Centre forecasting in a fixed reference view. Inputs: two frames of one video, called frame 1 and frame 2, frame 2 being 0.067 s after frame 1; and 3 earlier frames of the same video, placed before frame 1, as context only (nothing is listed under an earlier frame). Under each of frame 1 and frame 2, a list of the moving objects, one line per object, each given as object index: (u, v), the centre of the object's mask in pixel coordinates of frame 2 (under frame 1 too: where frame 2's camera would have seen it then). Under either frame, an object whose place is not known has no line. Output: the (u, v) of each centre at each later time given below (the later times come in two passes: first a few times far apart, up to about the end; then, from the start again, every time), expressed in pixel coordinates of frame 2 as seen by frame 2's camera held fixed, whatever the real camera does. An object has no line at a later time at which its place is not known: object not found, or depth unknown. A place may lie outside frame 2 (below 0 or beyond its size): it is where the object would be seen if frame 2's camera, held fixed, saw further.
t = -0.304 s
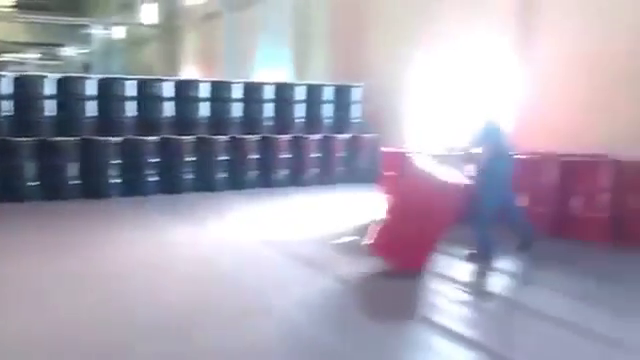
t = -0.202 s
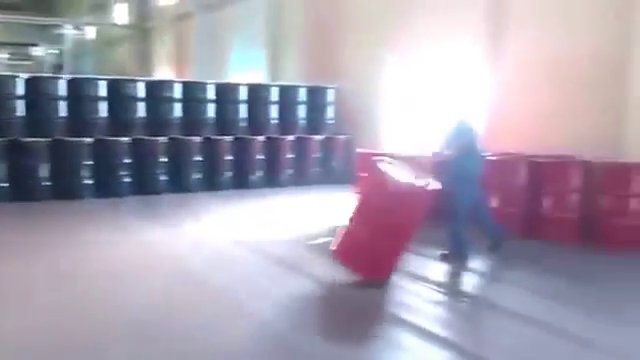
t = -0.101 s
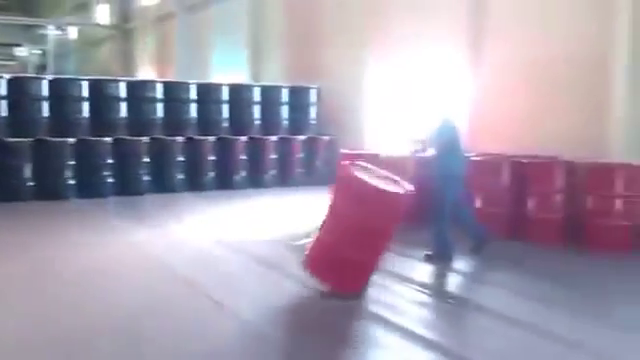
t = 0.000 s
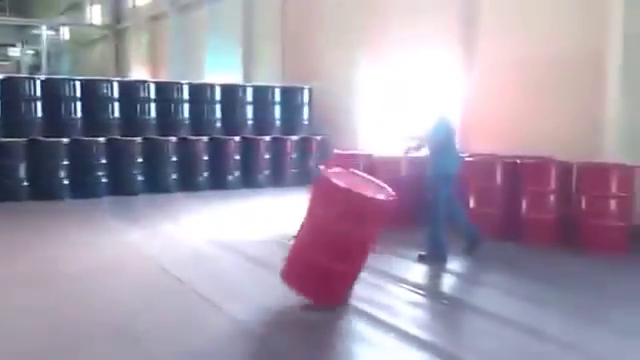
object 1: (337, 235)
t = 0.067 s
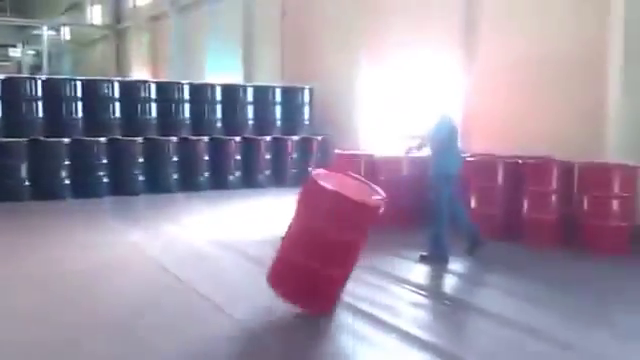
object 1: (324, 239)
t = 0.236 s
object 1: (288, 252)
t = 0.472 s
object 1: (226, 263)
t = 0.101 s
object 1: (318, 242)
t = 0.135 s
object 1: (311, 245)
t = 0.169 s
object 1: (303, 248)
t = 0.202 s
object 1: (296, 250)
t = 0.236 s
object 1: (288, 252)
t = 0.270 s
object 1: (279, 253)
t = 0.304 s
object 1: (271, 255)
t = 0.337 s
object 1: (263, 257)
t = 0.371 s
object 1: (254, 258)
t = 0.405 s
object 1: (245, 260)
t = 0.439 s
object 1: (236, 261)
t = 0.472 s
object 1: (226, 263)
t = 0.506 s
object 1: (207, 270)
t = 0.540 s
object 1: (196, 271)
